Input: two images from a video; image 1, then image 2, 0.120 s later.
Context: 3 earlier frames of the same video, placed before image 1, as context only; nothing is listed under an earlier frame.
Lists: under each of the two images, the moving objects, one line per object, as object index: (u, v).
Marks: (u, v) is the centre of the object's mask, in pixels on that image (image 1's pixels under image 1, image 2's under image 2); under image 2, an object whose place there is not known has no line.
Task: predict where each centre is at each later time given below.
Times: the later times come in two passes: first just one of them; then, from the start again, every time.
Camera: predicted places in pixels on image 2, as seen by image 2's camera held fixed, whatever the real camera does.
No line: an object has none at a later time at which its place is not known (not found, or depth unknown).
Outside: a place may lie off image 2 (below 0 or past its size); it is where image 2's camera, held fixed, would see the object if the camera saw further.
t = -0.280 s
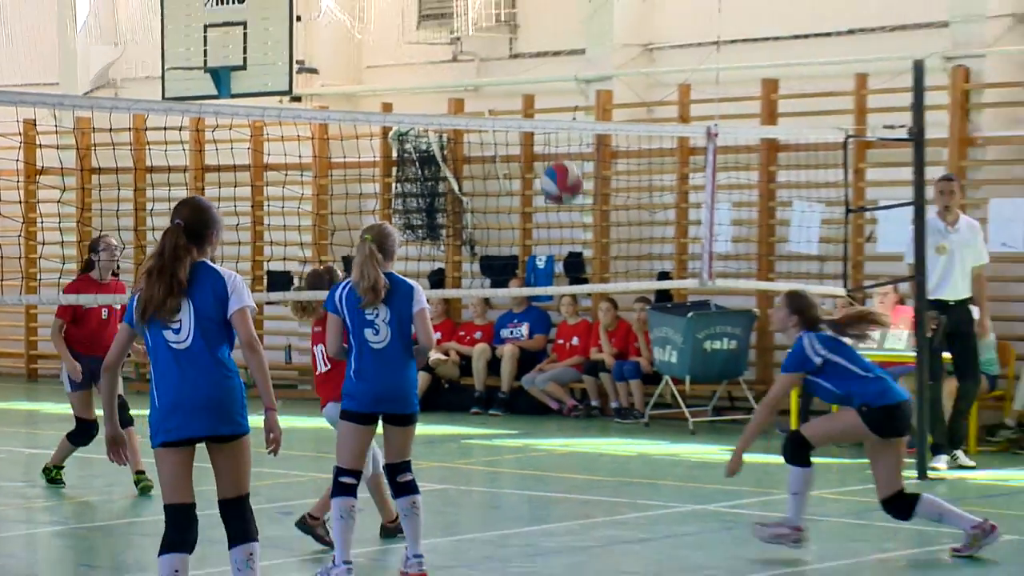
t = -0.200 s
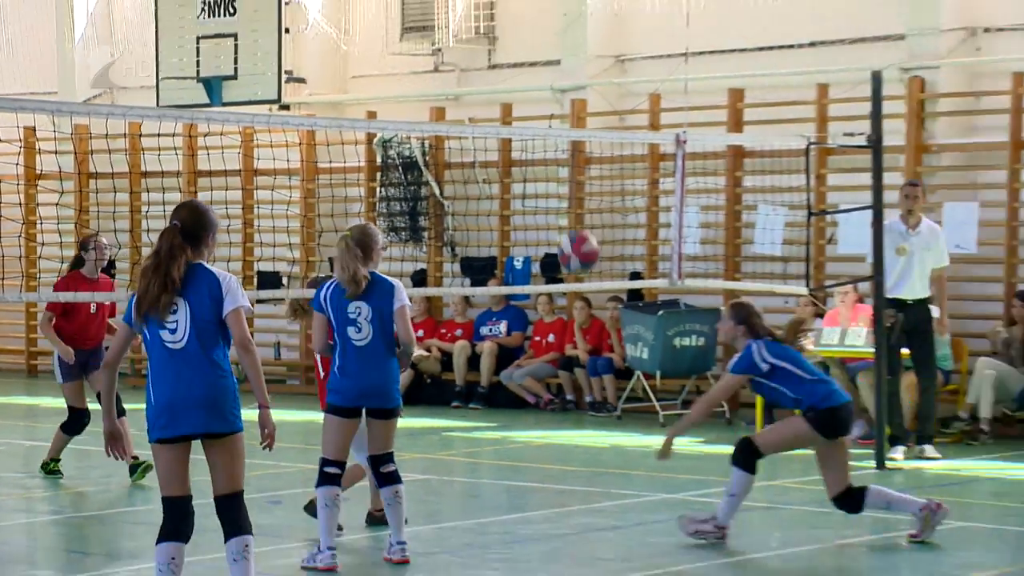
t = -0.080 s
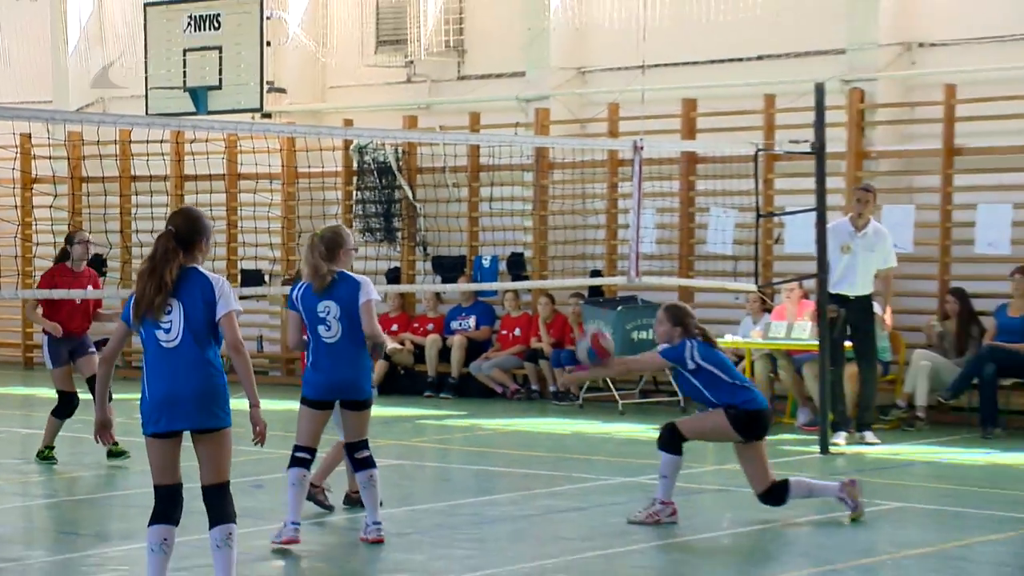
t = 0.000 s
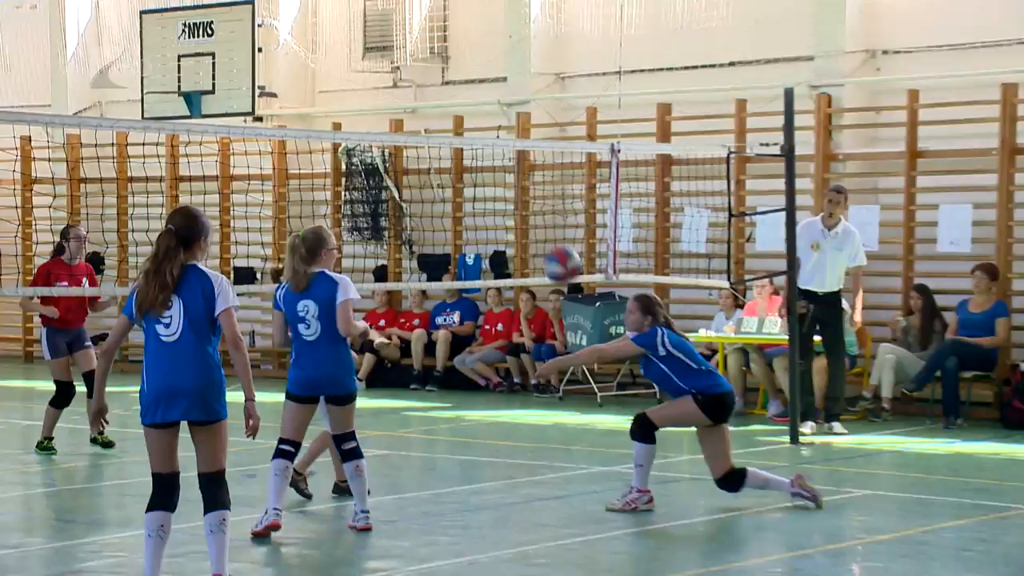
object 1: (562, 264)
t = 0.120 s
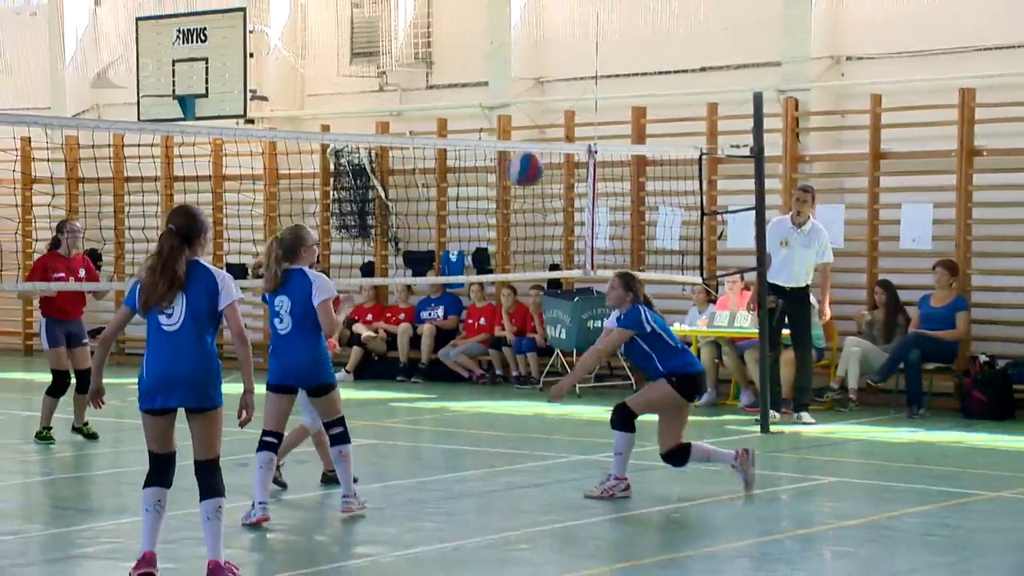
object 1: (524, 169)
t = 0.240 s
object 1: (508, 97)
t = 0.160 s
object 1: (519, 144)
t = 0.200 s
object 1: (512, 119)
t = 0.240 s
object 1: (508, 97)
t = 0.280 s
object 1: (502, 79)
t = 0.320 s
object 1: (496, 62)
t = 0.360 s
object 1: (491, 48)
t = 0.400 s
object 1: (485, 37)
